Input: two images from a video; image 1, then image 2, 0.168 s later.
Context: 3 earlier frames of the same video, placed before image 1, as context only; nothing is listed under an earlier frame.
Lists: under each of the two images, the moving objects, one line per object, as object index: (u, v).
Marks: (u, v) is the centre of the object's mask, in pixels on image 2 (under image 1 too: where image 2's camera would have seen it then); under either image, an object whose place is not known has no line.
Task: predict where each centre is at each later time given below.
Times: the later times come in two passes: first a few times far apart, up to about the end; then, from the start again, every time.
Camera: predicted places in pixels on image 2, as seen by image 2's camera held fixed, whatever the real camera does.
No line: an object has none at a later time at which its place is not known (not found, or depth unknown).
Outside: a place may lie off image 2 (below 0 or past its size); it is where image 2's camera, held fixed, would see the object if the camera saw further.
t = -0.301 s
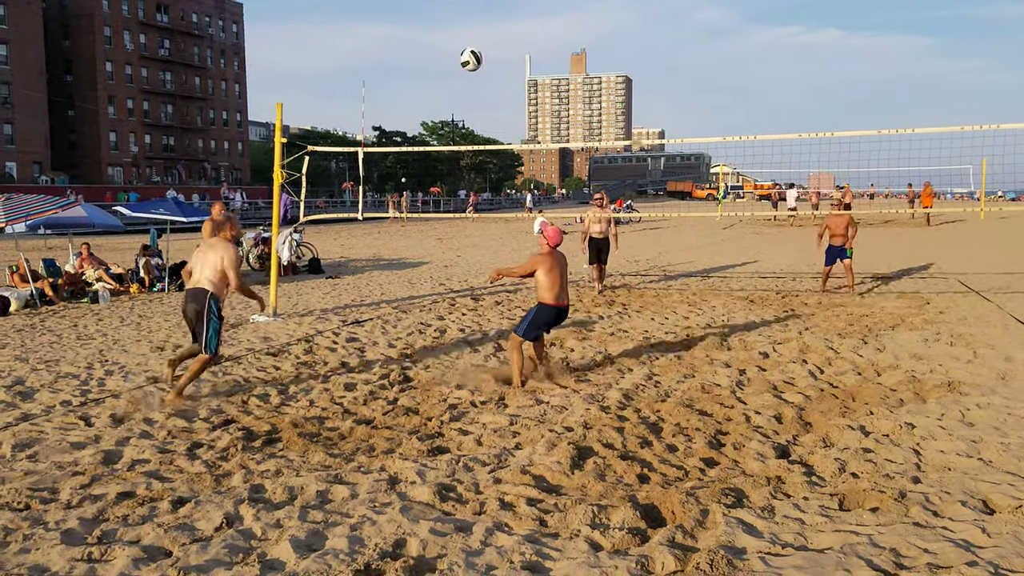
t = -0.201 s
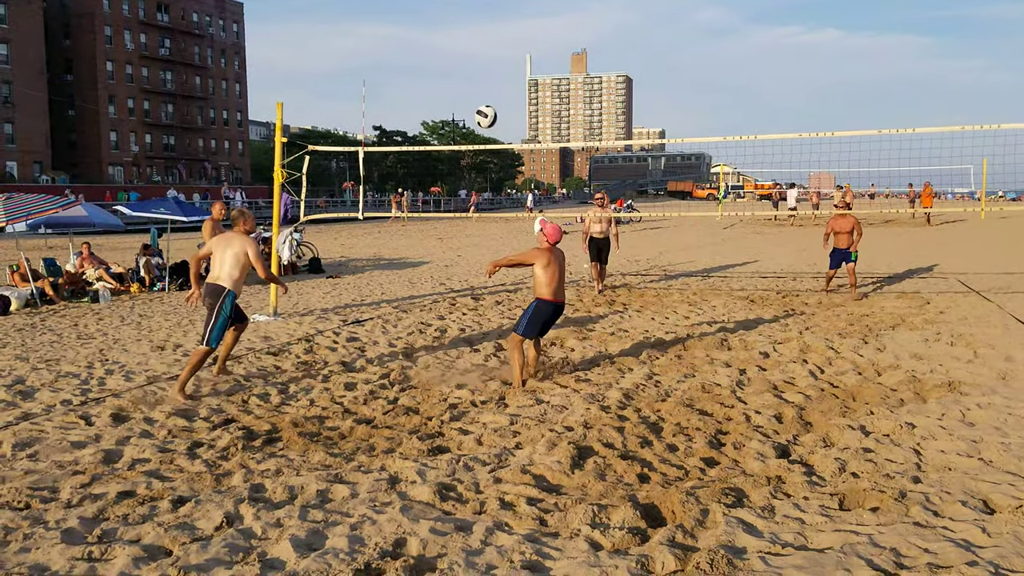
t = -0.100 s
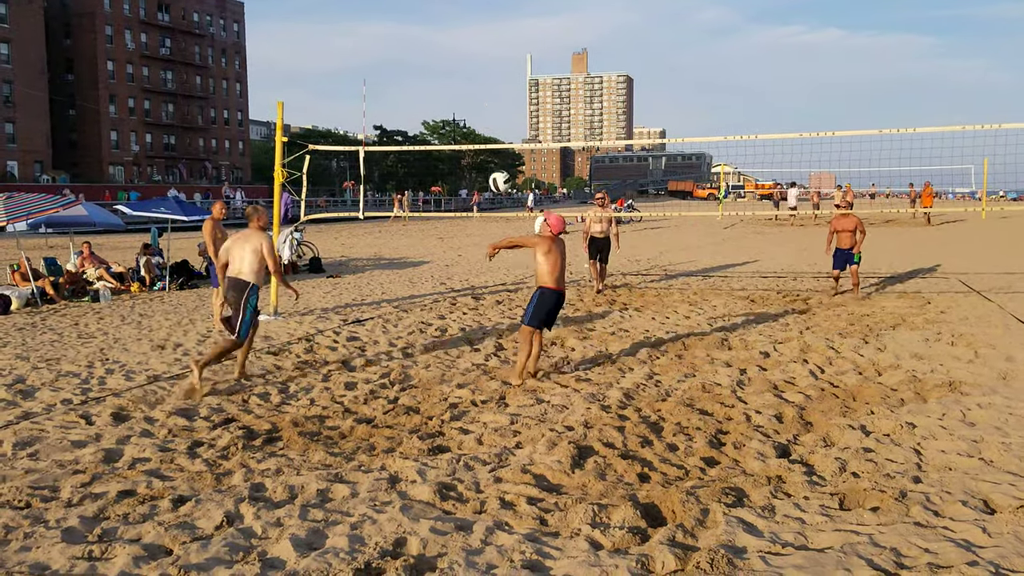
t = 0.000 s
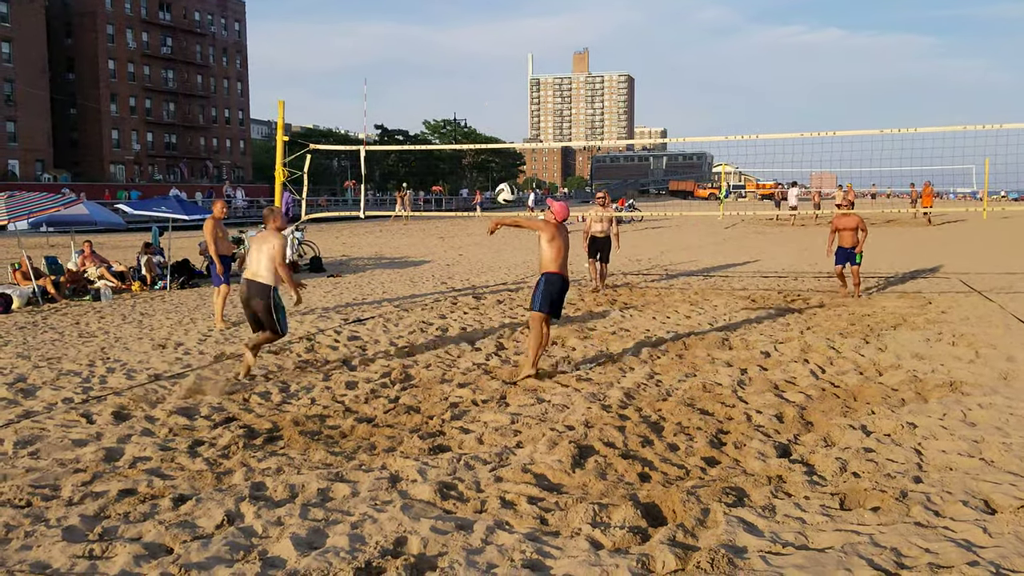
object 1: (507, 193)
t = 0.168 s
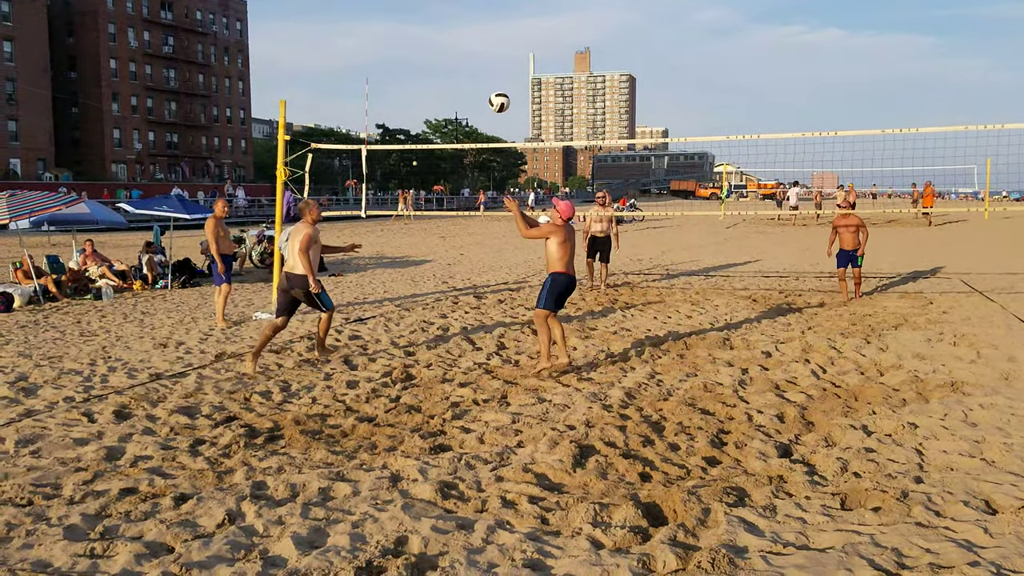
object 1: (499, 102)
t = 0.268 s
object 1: (494, 62)
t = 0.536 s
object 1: (478, 8)
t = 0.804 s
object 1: (464, 20)
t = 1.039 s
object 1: (452, 83)
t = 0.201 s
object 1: (497, 87)
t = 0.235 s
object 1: (495, 74)
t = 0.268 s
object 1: (494, 62)
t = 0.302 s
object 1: (492, 50)
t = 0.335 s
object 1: (490, 41)
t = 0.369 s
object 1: (488, 32)
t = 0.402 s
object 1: (486, 25)
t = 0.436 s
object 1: (484, 18)
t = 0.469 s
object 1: (482, 13)
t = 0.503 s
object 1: (480, 9)
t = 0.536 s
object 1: (478, 8)
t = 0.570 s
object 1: (477, 7)
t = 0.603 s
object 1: (475, 6)
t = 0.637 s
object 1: (473, 7)
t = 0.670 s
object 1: (471, 7)
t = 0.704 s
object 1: (469, 8)
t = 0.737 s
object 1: (468, 10)
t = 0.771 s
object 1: (466, 14)
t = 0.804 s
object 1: (464, 20)
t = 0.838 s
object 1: (462, 26)
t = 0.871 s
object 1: (460, 33)
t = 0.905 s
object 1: (459, 41)
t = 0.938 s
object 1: (457, 50)
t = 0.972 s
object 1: (456, 60)
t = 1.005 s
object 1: (454, 72)
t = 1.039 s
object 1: (452, 83)
